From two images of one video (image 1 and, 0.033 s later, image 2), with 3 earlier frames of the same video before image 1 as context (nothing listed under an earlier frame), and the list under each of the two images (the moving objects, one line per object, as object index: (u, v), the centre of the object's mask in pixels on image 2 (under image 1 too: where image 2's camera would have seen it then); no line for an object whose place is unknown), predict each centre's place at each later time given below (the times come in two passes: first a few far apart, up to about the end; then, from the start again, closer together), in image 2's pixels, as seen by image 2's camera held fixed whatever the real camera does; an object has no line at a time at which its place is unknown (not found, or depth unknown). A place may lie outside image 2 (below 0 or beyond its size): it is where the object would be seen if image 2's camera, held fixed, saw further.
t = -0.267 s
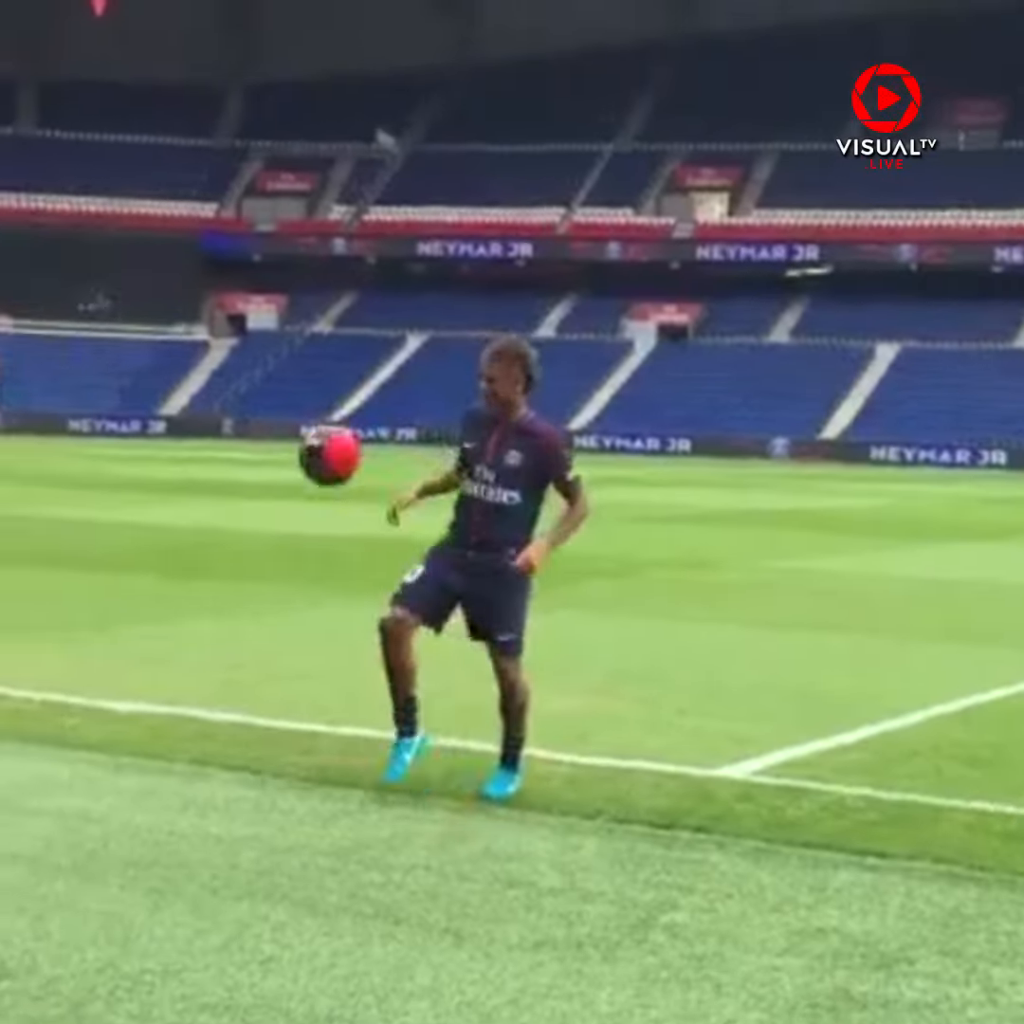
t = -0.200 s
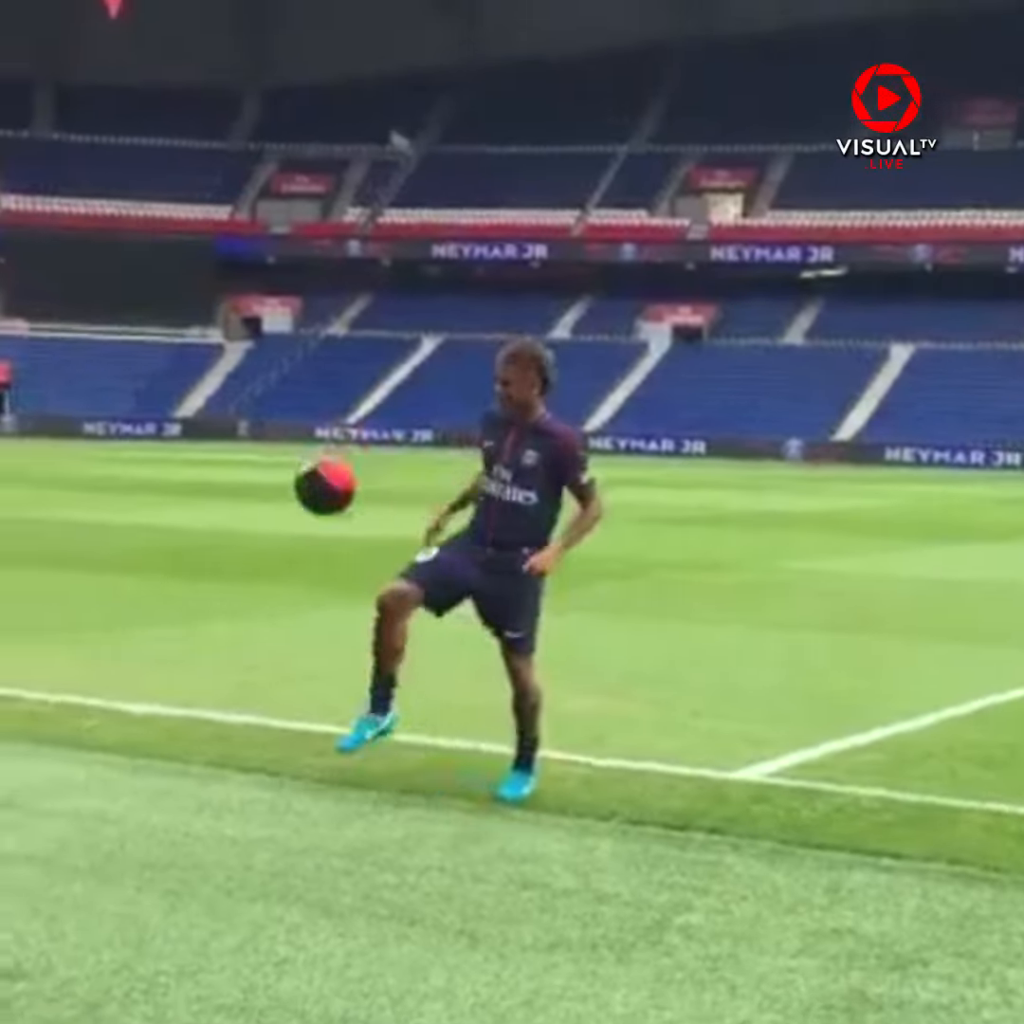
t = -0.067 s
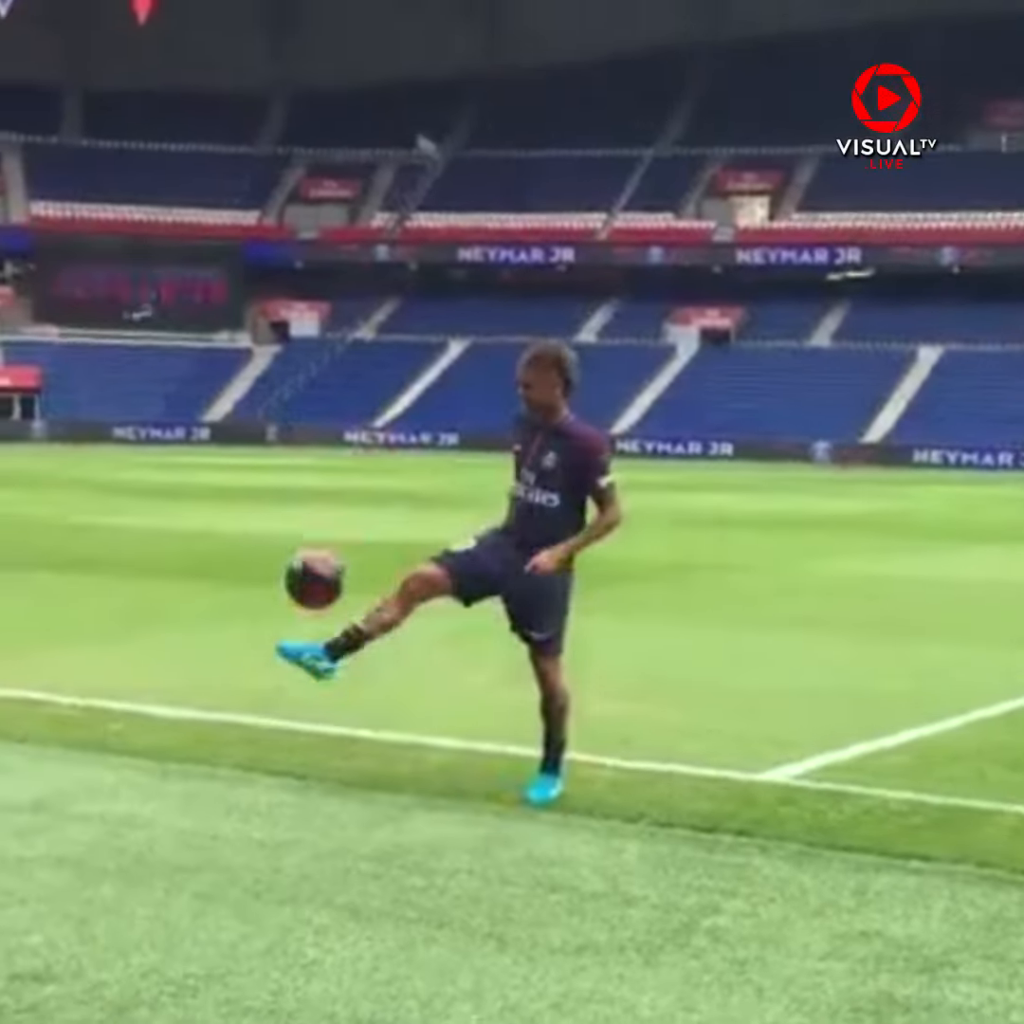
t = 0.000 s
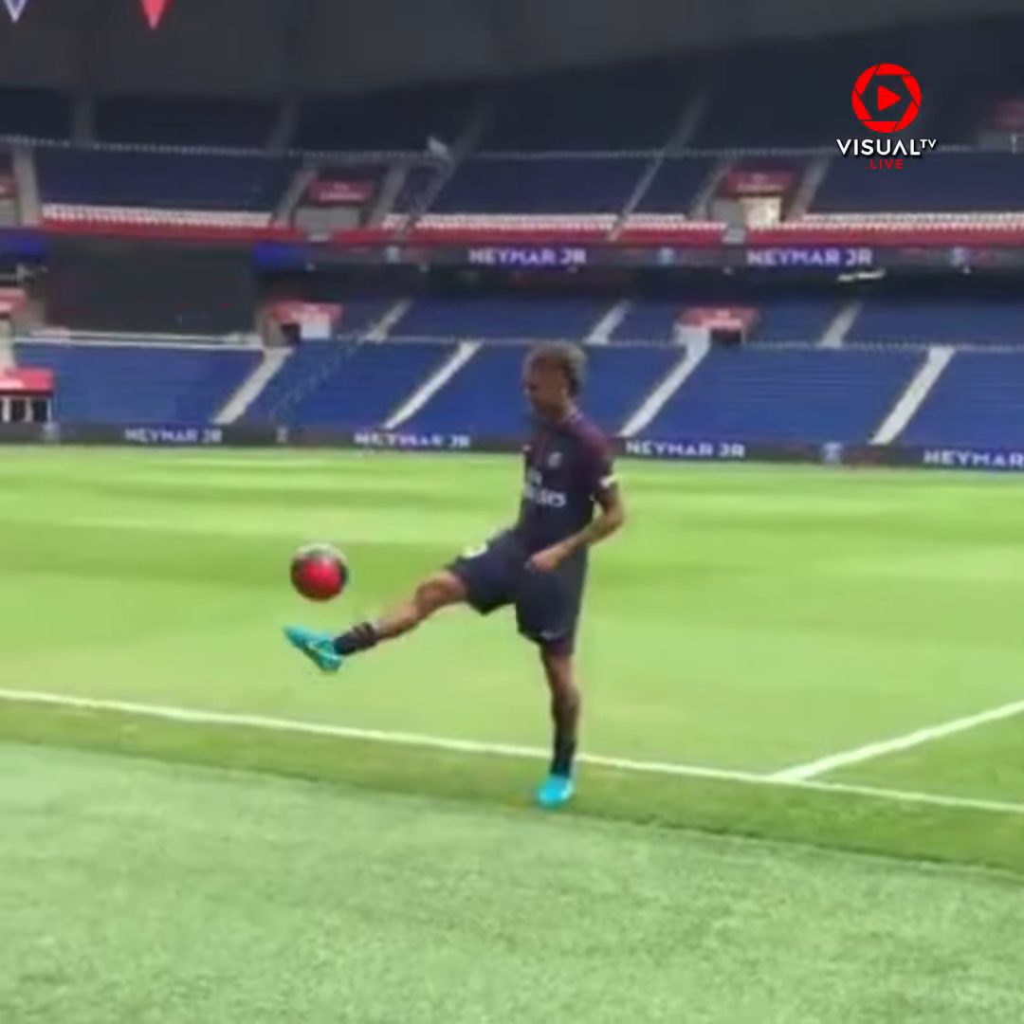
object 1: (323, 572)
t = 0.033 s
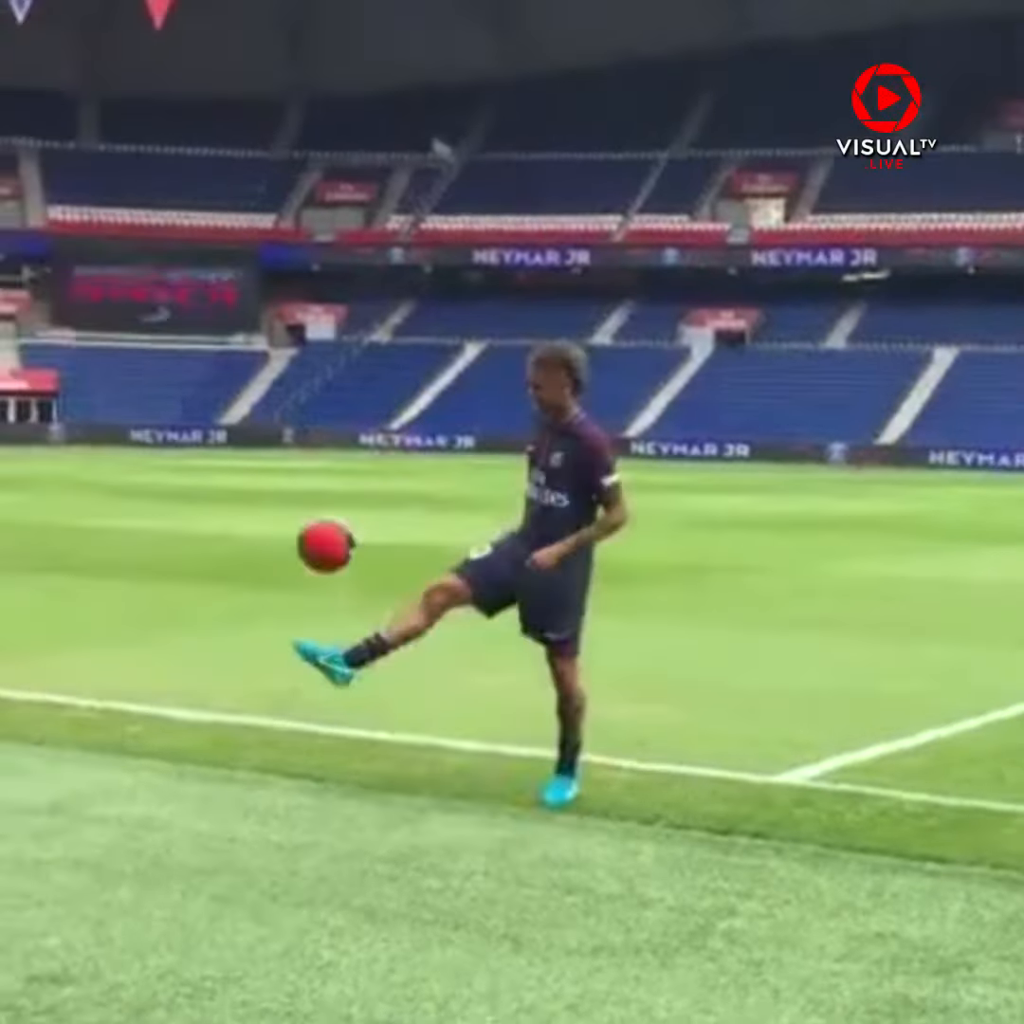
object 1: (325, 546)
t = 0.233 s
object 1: (335, 428)
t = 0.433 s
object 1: (340, 415)
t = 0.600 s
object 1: (344, 463)
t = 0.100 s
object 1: (329, 495)
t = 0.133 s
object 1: (330, 473)
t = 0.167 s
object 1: (332, 454)
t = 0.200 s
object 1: (335, 440)
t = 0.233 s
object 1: (335, 428)
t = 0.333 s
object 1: (340, 415)
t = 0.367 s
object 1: (339, 414)
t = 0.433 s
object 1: (340, 415)
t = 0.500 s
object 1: (343, 423)
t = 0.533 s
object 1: (343, 435)
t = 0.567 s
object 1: (343, 448)
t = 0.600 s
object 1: (344, 463)
